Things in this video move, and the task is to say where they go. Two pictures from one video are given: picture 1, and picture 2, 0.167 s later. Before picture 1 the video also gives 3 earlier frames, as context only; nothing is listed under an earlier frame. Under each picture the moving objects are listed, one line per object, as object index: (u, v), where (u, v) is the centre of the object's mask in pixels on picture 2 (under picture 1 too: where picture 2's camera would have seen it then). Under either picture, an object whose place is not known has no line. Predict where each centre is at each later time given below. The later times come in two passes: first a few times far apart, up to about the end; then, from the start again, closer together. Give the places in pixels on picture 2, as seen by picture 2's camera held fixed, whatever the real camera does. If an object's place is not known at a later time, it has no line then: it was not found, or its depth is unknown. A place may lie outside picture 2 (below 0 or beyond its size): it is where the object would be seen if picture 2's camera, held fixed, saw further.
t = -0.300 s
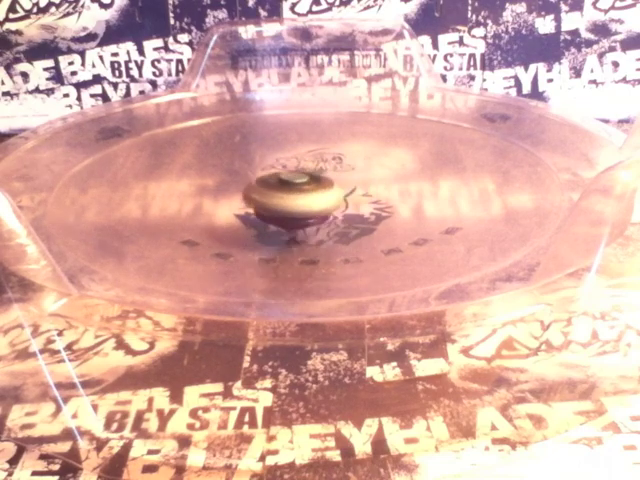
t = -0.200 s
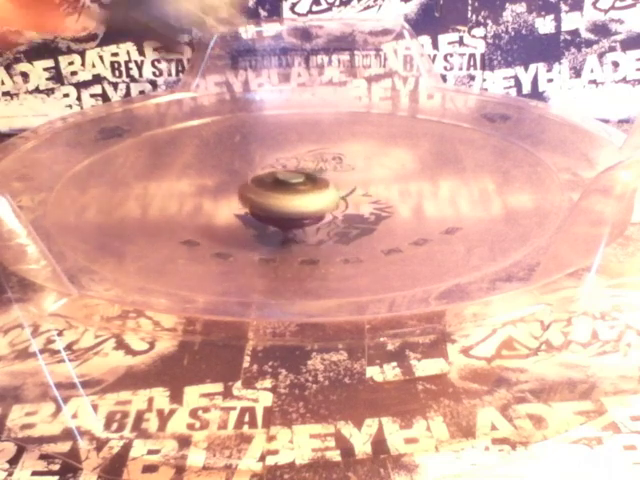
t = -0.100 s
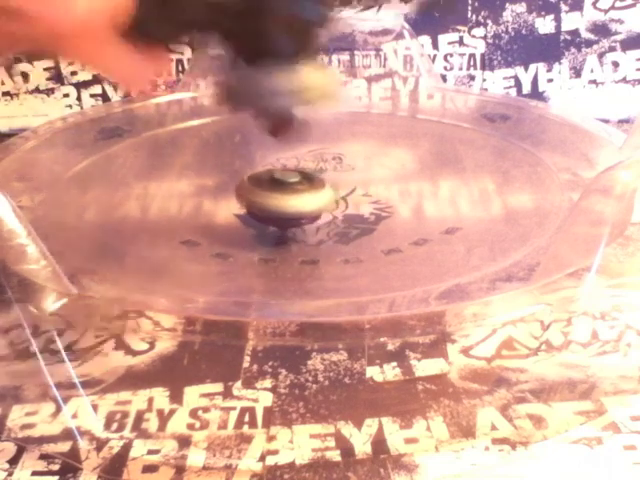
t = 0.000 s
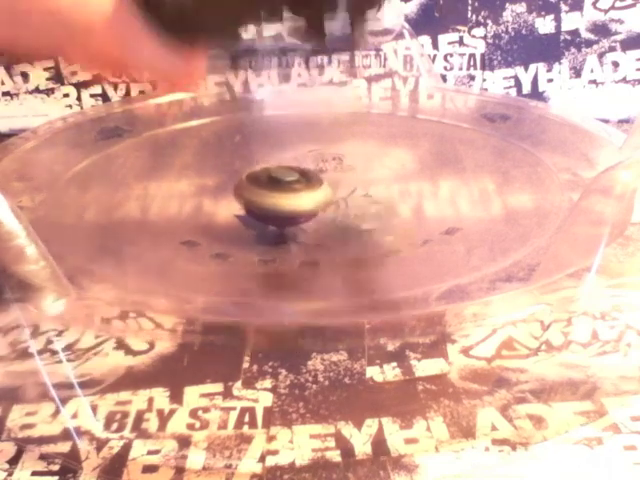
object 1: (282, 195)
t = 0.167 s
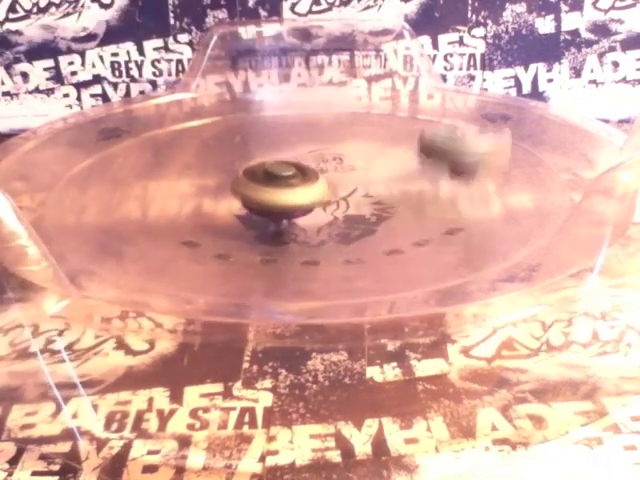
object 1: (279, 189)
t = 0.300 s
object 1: (287, 184)
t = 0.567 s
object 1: (292, 180)
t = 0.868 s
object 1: (302, 177)
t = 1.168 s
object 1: (318, 178)
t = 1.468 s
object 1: (392, 170)
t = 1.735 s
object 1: (356, 178)
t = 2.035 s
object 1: (367, 168)
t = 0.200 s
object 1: (281, 187)
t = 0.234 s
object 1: (283, 186)
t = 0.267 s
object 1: (285, 185)
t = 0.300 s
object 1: (287, 184)
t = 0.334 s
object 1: (289, 183)
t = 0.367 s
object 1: (290, 183)
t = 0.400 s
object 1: (290, 182)
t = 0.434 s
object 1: (290, 182)
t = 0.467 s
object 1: (290, 181)
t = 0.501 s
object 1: (291, 181)
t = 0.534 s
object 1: (291, 180)
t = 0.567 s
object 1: (292, 180)
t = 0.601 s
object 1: (292, 179)
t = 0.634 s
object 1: (293, 178)
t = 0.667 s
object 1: (293, 178)
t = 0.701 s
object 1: (294, 177)
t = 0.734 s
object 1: (296, 177)
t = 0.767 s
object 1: (297, 177)
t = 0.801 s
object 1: (299, 177)
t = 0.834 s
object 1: (300, 176)
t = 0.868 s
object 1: (302, 177)
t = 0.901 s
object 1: (304, 177)
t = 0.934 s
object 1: (306, 177)
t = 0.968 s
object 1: (308, 177)
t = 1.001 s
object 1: (310, 177)
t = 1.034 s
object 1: (311, 178)
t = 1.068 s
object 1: (313, 178)
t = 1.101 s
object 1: (315, 178)
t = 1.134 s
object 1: (317, 178)
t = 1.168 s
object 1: (318, 178)
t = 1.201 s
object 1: (319, 177)
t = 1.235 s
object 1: (319, 177)
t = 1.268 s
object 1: (320, 177)
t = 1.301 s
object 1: (322, 177)
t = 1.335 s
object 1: (337, 174)
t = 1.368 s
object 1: (364, 171)
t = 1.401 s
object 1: (380, 170)
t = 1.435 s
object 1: (389, 169)
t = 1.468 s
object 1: (392, 170)
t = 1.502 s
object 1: (392, 170)
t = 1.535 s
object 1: (389, 171)
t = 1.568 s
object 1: (384, 172)
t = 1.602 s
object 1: (379, 173)
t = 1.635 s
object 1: (374, 174)
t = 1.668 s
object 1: (368, 175)
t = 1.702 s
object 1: (363, 176)
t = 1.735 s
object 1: (356, 178)
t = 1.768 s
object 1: (353, 179)
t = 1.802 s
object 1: (346, 181)
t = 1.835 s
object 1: (344, 181)
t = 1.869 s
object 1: (343, 181)
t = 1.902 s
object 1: (358, 174)
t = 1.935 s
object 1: (364, 171)
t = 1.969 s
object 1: (368, 168)
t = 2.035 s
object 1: (367, 168)
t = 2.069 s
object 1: (363, 169)
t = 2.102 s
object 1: (359, 171)
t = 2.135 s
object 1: (351, 174)
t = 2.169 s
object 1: (344, 177)
